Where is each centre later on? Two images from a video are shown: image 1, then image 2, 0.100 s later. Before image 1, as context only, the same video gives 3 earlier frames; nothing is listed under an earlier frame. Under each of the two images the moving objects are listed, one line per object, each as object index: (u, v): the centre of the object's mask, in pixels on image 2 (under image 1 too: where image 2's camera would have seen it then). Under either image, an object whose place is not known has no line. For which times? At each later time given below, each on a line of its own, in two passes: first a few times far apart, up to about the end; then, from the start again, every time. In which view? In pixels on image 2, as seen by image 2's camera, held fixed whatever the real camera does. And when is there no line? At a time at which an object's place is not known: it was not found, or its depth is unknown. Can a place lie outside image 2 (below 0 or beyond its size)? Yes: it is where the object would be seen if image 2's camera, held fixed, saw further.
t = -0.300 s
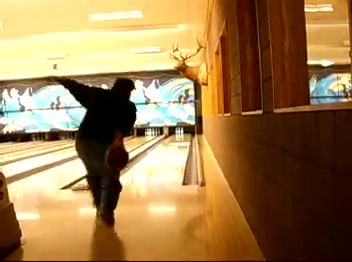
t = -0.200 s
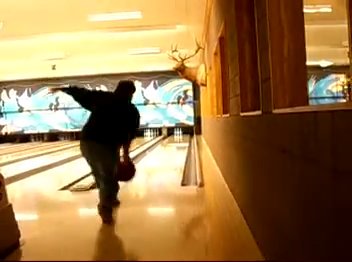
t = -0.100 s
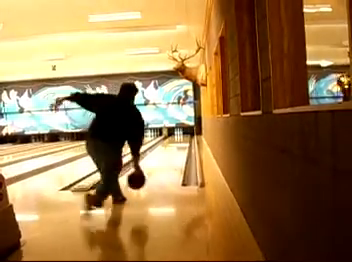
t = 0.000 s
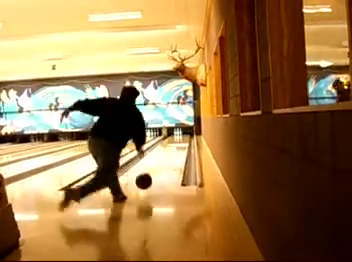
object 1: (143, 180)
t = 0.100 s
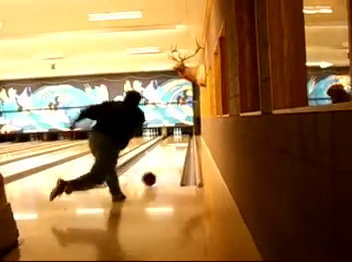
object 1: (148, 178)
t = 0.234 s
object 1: (154, 171)
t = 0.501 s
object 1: (162, 160)
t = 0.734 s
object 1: (166, 153)
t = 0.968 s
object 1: (170, 149)
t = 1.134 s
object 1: (172, 146)
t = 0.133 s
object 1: (150, 176)
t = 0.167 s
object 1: (151, 175)
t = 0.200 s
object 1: (153, 173)
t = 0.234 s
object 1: (154, 171)
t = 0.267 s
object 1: (155, 169)
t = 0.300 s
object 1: (157, 168)
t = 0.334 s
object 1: (158, 166)
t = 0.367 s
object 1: (159, 165)
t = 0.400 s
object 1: (160, 163)
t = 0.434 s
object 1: (161, 162)
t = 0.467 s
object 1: (161, 161)
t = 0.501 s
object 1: (162, 160)
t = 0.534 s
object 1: (163, 159)
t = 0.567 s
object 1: (163, 158)
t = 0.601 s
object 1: (164, 157)
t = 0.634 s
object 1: (165, 156)
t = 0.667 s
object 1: (166, 155)
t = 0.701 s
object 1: (166, 154)
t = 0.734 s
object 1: (166, 153)
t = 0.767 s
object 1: (167, 153)
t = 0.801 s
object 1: (167, 152)
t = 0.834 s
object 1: (168, 151)
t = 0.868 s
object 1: (168, 150)
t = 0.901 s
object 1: (169, 150)
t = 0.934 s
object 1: (169, 149)
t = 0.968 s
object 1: (170, 149)
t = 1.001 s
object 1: (170, 148)
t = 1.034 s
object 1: (171, 147)
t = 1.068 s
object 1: (171, 147)
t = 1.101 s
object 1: (172, 147)
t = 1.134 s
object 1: (172, 146)
